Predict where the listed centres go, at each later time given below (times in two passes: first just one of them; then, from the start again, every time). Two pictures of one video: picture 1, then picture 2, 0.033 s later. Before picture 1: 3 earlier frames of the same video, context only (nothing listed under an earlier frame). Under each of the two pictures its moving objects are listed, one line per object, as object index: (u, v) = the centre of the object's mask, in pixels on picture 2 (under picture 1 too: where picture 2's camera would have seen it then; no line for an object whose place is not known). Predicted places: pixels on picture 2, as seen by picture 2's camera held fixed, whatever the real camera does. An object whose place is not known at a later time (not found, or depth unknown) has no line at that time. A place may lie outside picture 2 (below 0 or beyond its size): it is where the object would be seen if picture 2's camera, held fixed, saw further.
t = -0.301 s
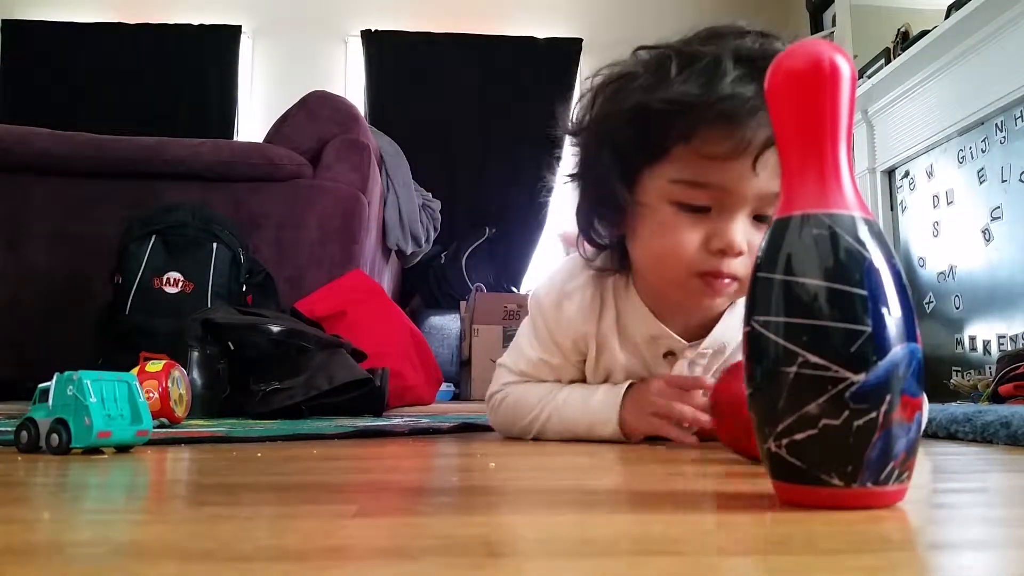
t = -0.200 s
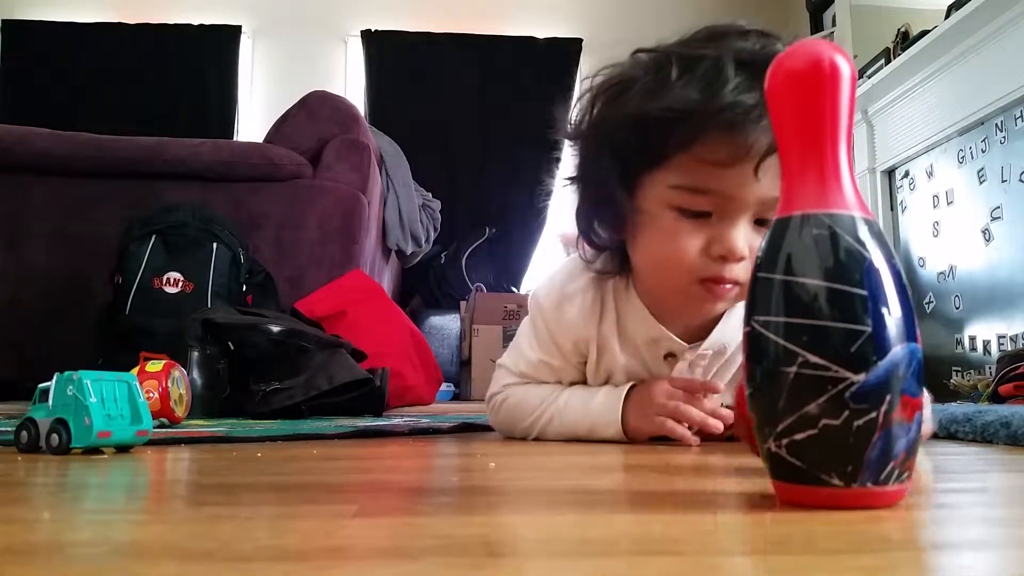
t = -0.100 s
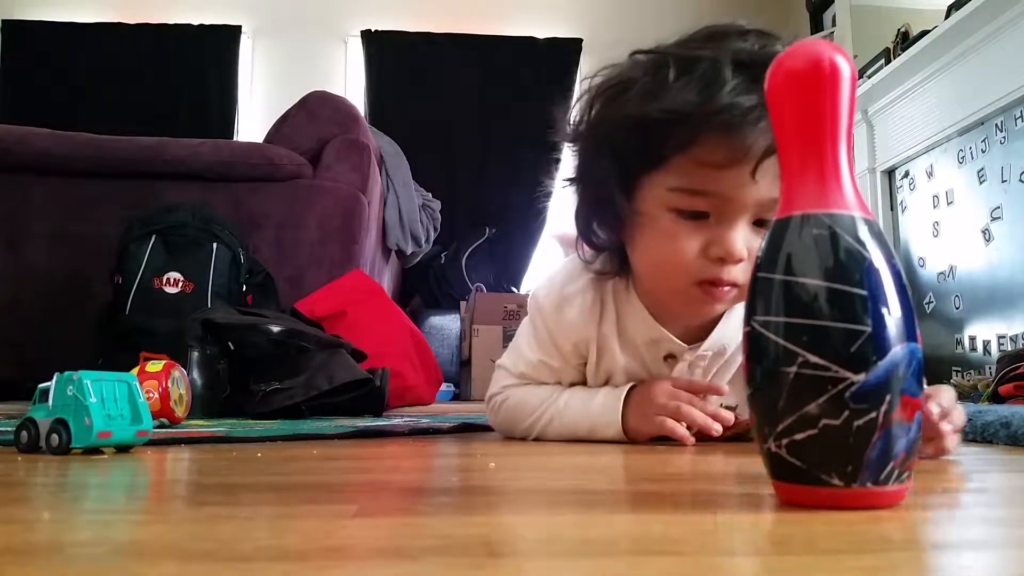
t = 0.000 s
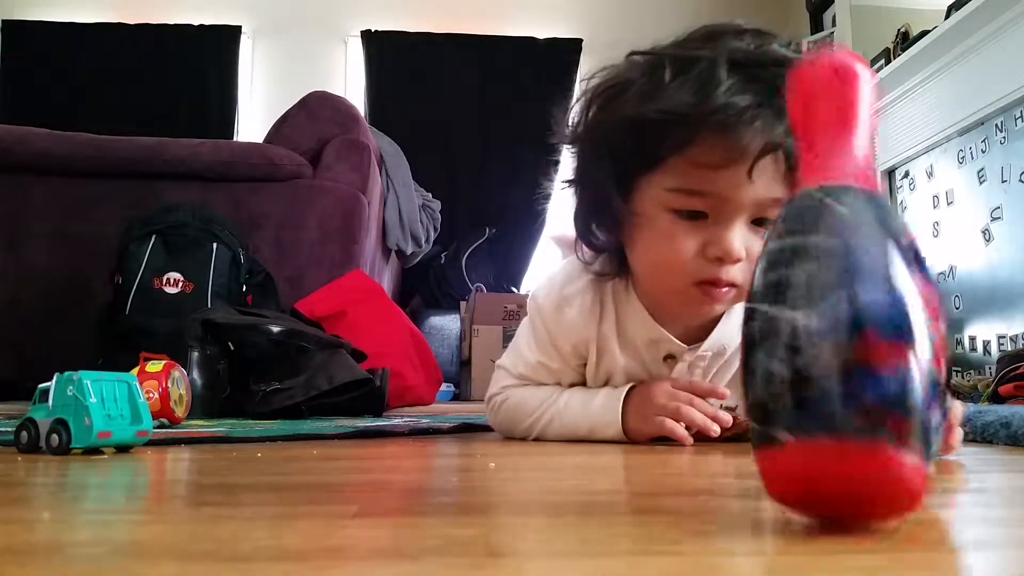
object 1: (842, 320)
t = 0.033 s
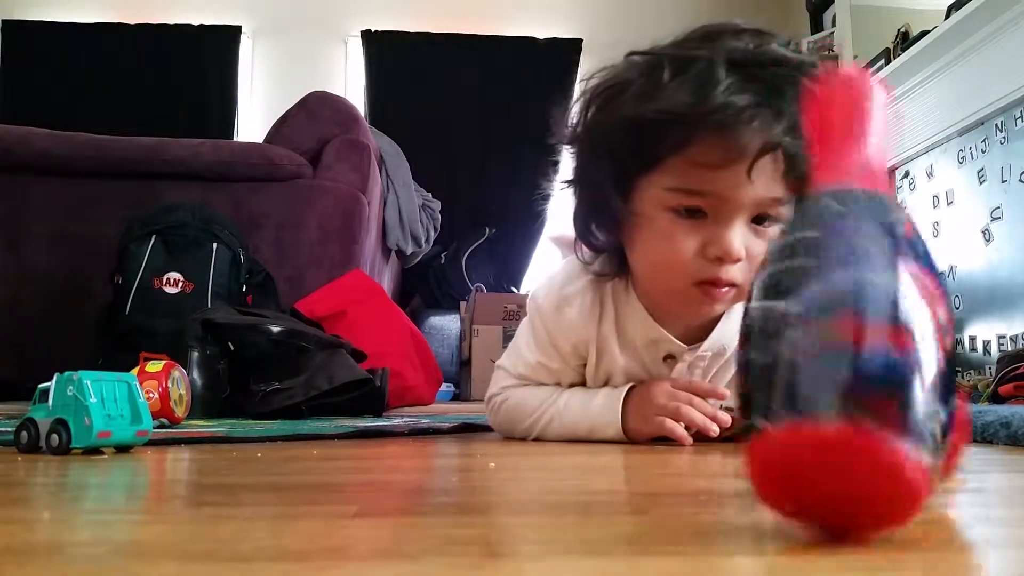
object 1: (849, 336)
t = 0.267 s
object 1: (762, 421)
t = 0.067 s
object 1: (854, 362)
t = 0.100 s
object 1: (855, 406)
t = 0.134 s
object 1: (852, 411)
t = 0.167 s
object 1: (842, 404)
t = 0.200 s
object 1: (823, 413)
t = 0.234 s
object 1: (791, 426)
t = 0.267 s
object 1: (762, 421)
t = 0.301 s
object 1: (755, 415)
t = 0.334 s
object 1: (750, 418)
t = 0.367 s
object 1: (752, 409)
